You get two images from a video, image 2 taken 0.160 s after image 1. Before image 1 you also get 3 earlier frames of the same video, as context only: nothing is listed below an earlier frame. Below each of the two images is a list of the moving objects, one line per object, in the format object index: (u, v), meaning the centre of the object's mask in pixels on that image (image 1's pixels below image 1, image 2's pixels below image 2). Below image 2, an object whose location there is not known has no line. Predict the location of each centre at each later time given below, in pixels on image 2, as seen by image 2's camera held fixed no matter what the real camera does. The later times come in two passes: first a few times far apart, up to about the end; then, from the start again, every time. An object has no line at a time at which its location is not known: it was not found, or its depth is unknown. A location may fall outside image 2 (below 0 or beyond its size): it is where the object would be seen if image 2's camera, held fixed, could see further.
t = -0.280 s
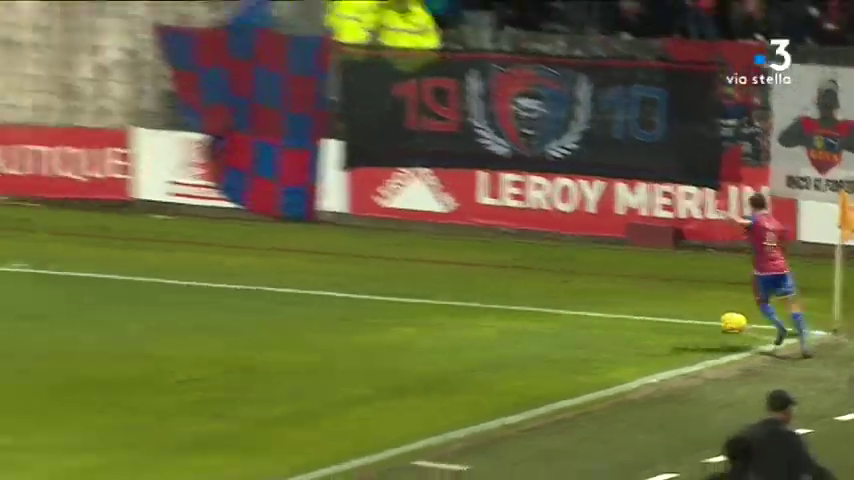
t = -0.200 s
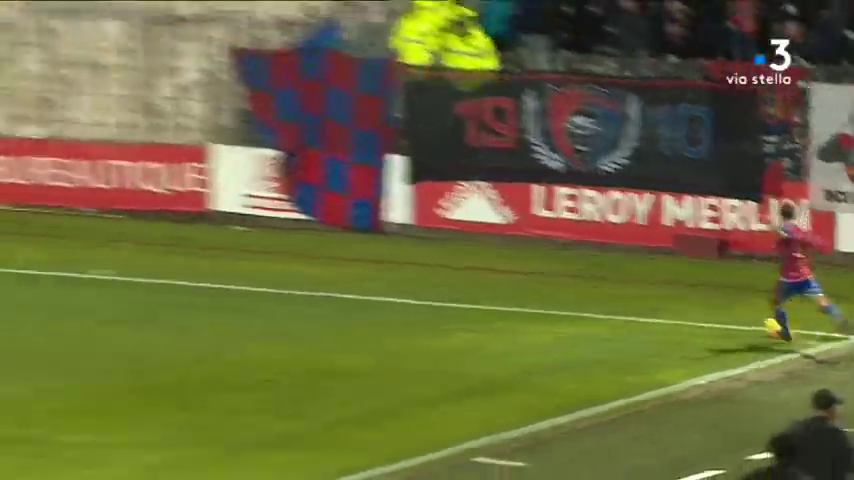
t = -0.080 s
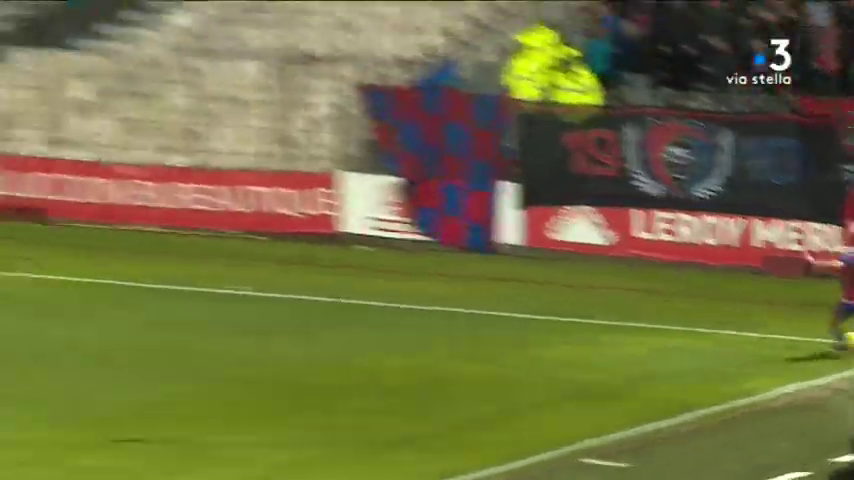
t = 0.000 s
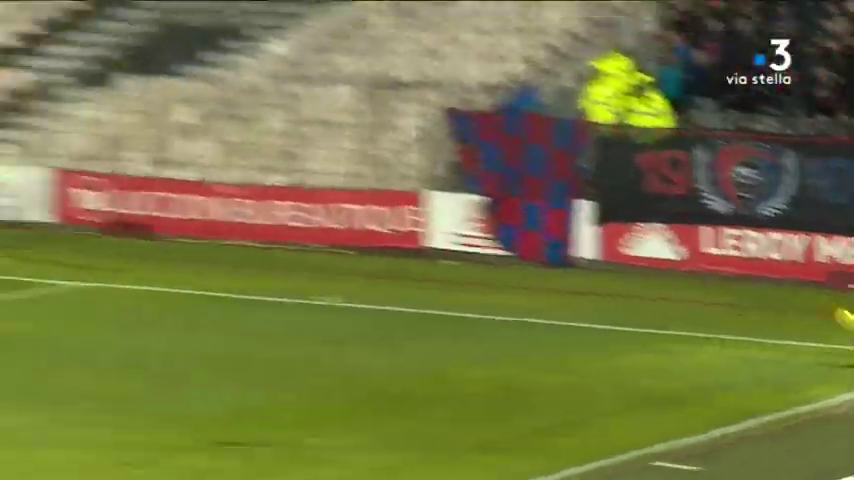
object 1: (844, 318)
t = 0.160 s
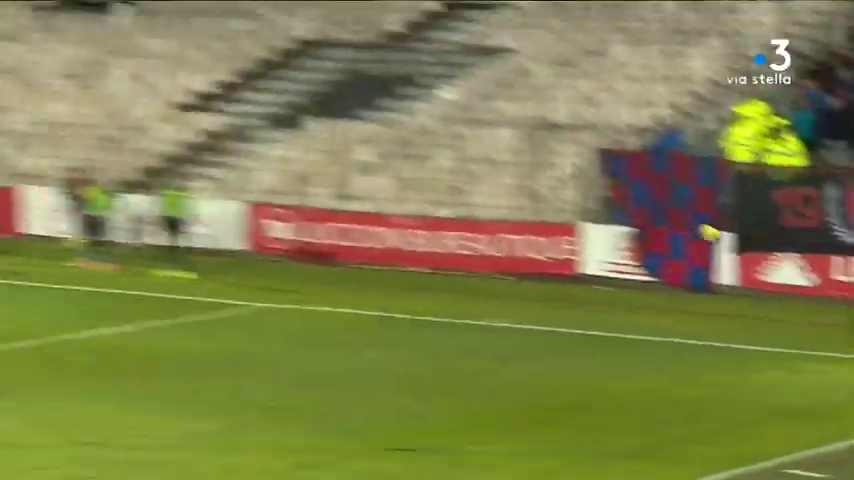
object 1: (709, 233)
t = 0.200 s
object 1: (649, 211)
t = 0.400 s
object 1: (366, 121)
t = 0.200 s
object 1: (649, 211)
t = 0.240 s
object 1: (592, 190)
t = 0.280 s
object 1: (532, 169)
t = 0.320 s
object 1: (475, 153)
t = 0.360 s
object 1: (421, 136)
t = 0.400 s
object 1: (366, 121)
